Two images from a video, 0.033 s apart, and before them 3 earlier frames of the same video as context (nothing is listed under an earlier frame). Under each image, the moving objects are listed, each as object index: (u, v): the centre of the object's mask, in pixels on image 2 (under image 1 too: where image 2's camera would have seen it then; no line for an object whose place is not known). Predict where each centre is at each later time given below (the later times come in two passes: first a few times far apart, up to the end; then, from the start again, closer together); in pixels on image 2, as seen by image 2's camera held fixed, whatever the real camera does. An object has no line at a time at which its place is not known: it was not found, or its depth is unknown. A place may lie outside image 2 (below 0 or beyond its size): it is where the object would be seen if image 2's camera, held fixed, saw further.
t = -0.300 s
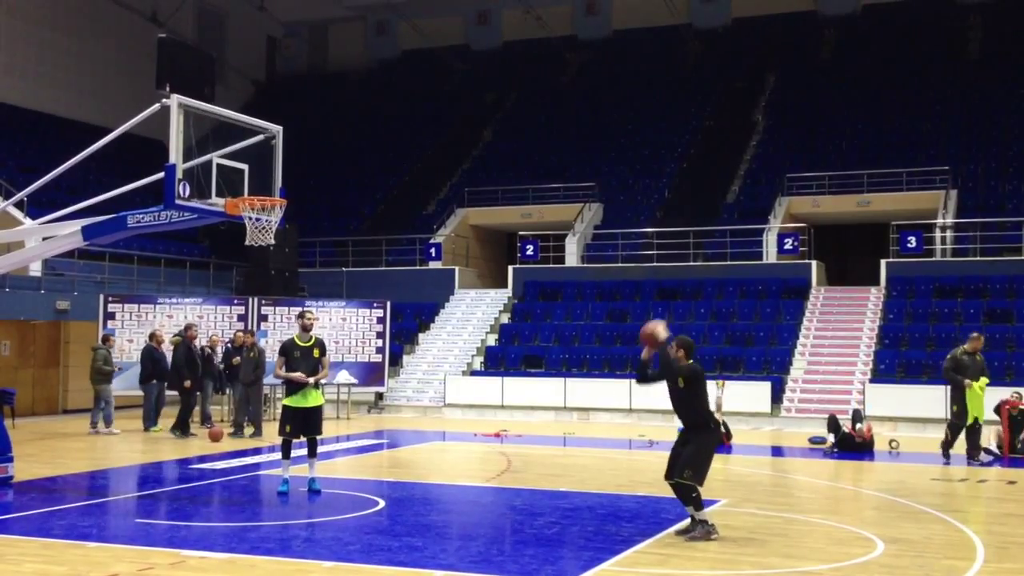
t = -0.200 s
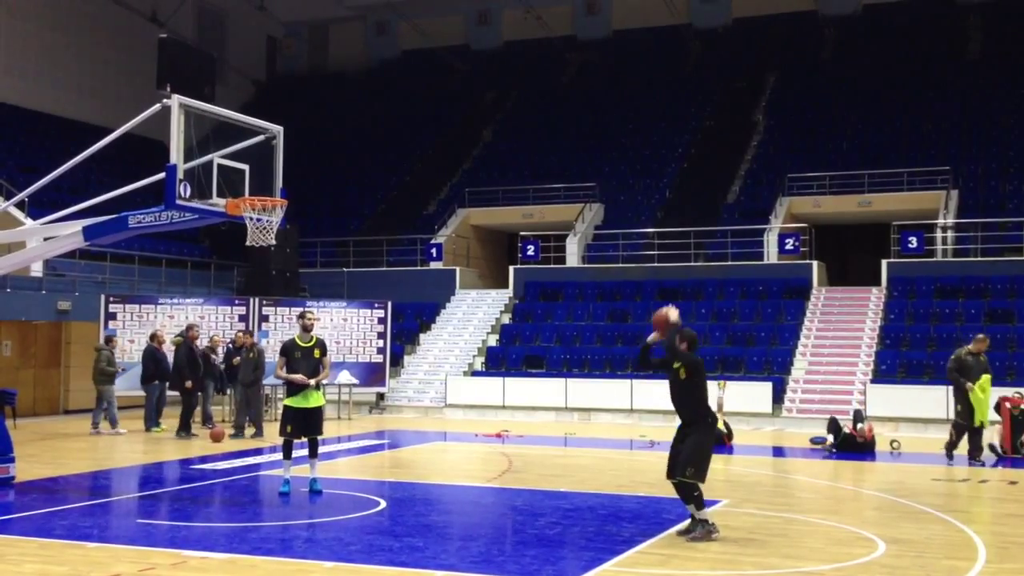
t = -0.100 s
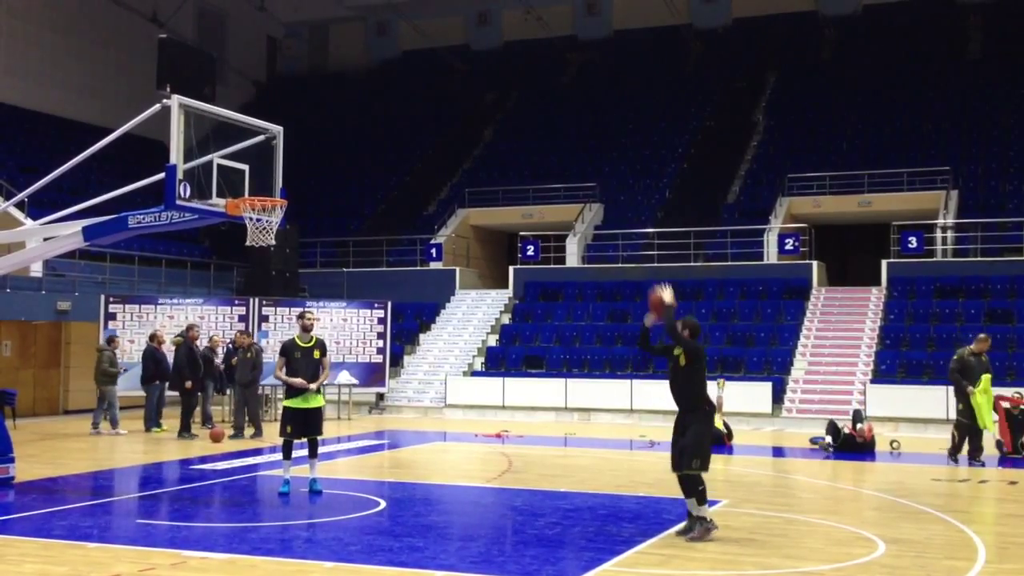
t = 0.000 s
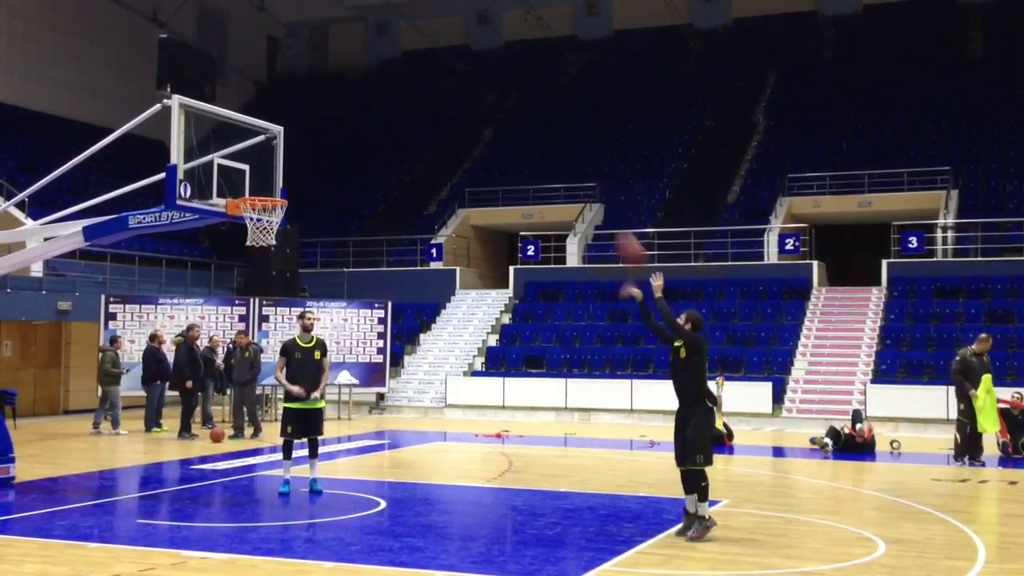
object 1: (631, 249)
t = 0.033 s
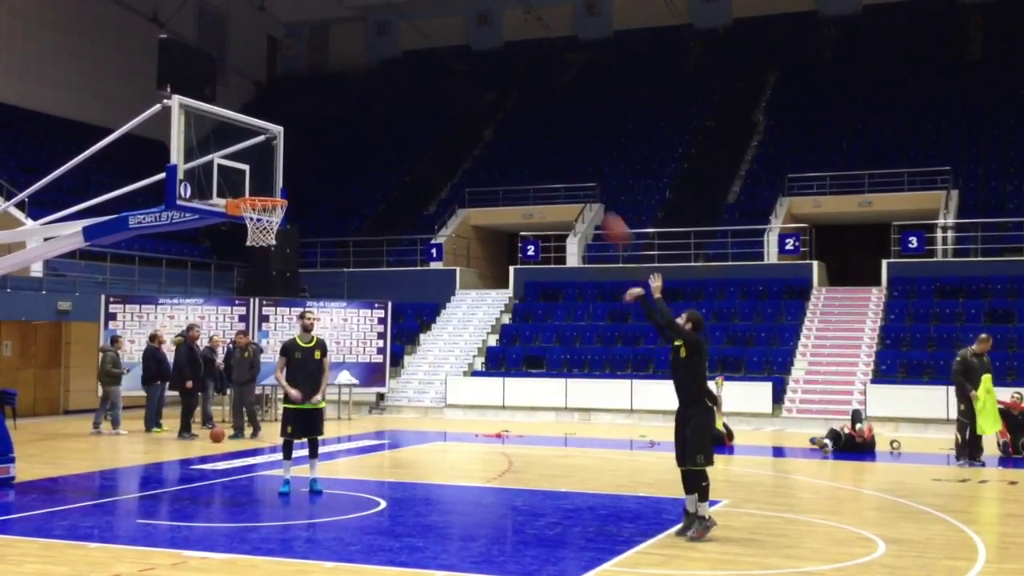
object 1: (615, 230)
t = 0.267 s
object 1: (520, 139)
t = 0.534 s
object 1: (420, 105)
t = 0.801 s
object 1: (328, 143)
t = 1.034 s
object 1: (250, 214)
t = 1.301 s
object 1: (234, 254)
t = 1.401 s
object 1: (230, 281)
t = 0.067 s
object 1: (602, 214)
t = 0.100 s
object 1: (587, 195)
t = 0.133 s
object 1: (574, 183)
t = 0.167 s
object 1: (560, 169)
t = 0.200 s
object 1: (547, 159)
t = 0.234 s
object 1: (534, 149)
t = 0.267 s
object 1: (520, 139)
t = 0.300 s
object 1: (507, 131)
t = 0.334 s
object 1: (495, 124)
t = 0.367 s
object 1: (482, 118)
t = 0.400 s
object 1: (469, 113)
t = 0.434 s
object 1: (457, 109)
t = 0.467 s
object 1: (445, 107)
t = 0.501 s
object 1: (432, 105)
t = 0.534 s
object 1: (420, 105)
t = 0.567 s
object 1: (408, 106)
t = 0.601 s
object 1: (397, 108)
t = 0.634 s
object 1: (385, 111)
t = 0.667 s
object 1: (374, 115)
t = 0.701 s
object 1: (362, 121)
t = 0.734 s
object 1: (351, 127)
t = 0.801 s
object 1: (328, 143)
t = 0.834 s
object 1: (317, 152)
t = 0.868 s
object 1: (307, 162)
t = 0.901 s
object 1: (295, 174)
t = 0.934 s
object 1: (286, 184)
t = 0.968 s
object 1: (276, 192)
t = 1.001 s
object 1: (260, 206)
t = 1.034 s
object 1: (250, 214)
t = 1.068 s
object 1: (247, 225)
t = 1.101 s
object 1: (244, 226)
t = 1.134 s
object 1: (242, 228)
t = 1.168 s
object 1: (241, 234)
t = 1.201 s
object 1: (239, 237)
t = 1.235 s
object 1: (237, 241)
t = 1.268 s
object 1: (235, 247)
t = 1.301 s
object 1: (234, 254)
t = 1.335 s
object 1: (233, 261)
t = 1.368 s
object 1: (231, 270)
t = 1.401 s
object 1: (230, 281)
